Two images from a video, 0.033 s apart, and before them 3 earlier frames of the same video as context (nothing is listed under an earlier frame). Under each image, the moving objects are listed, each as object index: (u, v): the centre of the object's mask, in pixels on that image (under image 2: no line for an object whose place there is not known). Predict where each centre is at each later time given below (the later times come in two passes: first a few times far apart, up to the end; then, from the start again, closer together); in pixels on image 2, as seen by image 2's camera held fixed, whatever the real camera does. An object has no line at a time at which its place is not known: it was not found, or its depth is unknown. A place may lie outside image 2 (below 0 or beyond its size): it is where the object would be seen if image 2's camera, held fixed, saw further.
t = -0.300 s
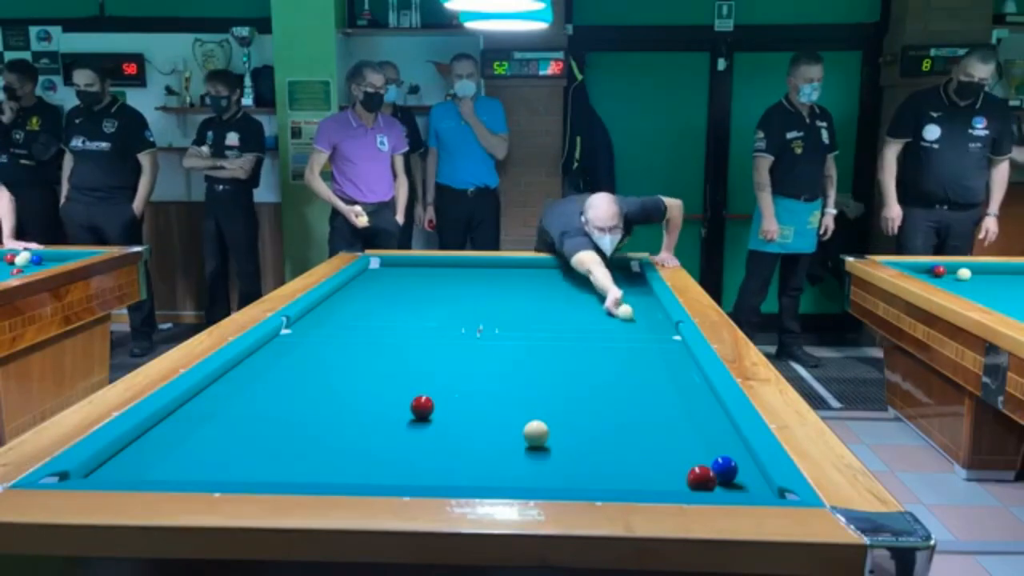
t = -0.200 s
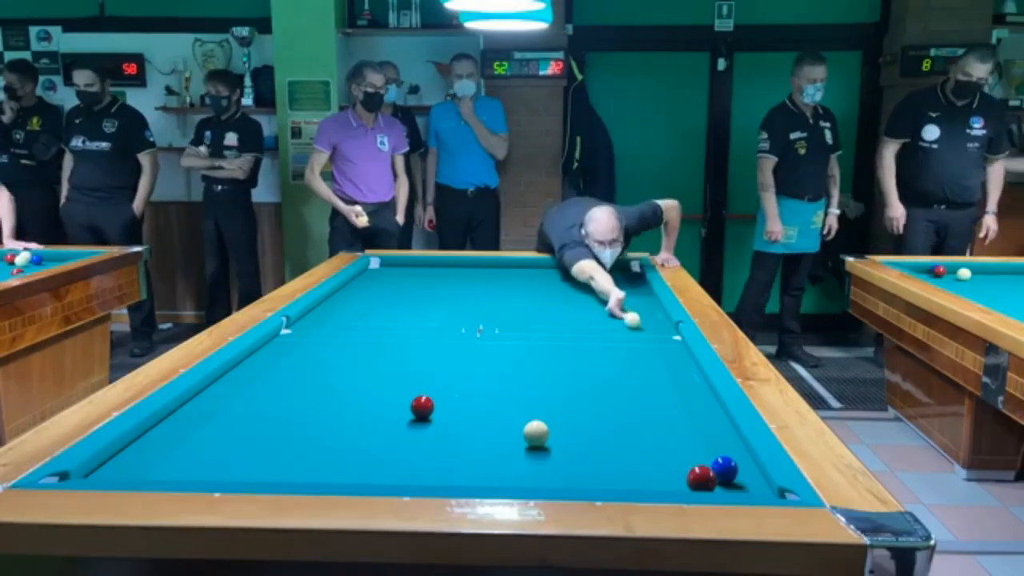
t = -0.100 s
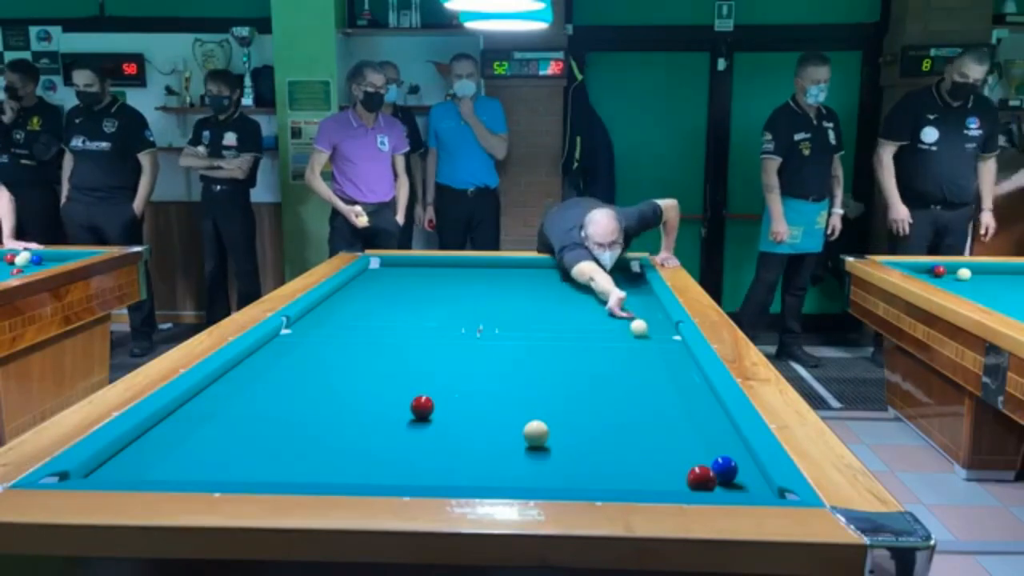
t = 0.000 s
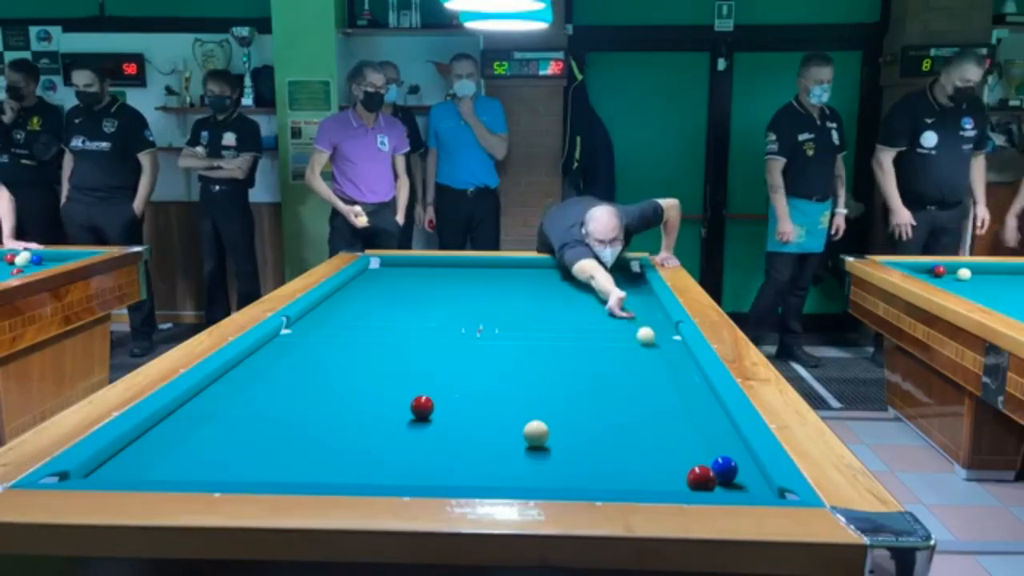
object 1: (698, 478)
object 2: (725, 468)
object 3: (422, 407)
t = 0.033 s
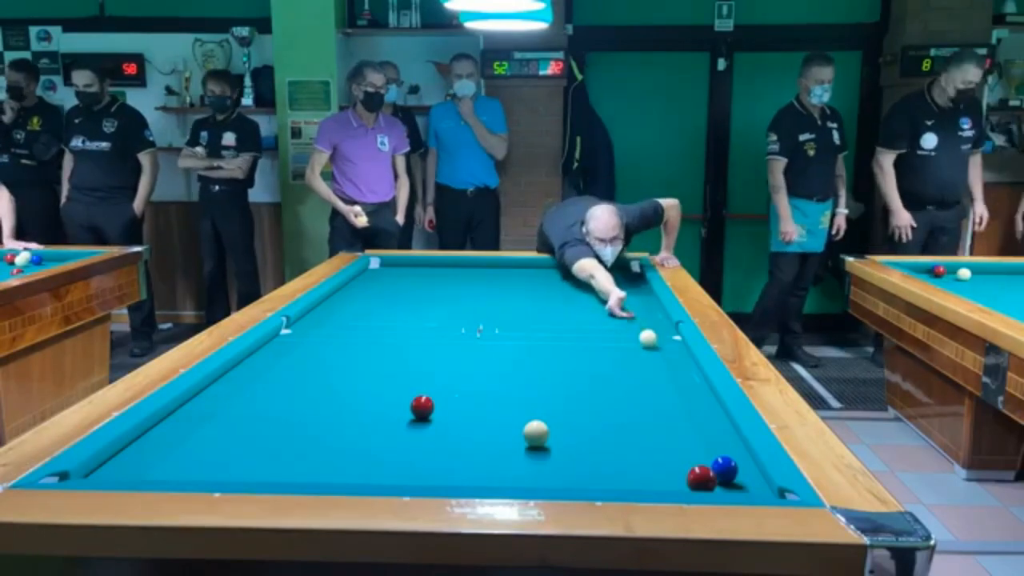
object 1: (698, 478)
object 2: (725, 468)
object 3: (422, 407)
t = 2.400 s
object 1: (518, 449)
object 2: (712, 464)
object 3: (422, 407)
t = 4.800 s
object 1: (354, 409)
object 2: (684, 429)
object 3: (426, 399)
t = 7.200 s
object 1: (285, 401)
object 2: (682, 427)
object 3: (426, 398)
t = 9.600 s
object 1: (281, 401)
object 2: (682, 426)
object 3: (426, 398)
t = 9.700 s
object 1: (281, 401)
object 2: (682, 426)
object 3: (426, 398)
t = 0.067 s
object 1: (698, 478)
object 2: (725, 468)
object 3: (422, 407)
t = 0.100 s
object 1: (698, 478)
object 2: (725, 468)
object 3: (422, 407)
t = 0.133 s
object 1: (698, 478)
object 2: (725, 468)
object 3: (422, 407)
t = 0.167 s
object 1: (698, 478)
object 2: (725, 468)
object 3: (422, 407)
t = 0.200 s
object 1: (698, 478)
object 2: (725, 468)
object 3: (422, 407)
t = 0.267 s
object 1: (698, 478)
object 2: (725, 468)
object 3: (422, 407)
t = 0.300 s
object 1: (698, 478)
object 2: (725, 468)
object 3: (422, 407)
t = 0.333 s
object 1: (698, 478)
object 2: (725, 468)
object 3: (422, 407)
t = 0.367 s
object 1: (698, 478)
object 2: (725, 469)
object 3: (422, 407)
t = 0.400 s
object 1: (698, 478)
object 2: (725, 469)
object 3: (422, 407)
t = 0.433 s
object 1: (698, 478)
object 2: (725, 469)
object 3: (422, 407)
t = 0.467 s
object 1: (698, 478)
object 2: (725, 469)
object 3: (422, 407)
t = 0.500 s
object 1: (698, 478)
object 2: (725, 469)
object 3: (422, 407)
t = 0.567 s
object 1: (698, 477)
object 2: (725, 468)
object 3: (422, 407)
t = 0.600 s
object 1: (698, 477)
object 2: (725, 468)
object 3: (422, 407)
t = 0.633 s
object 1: (698, 477)
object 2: (725, 468)
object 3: (422, 407)
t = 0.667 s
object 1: (698, 478)
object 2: (725, 468)
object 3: (422, 407)
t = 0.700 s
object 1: (698, 477)
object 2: (725, 468)
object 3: (422, 407)
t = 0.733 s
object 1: (698, 477)
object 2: (725, 469)
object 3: (422, 407)
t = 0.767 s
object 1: (698, 477)
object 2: (725, 469)
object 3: (422, 407)
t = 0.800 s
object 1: (698, 477)
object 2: (725, 469)
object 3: (422, 407)
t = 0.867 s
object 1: (698, 477)
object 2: (724, 469)
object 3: (422, 407)
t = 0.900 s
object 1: (698, 477)
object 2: (725, 469)
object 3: (422, 407)
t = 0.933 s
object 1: (698, 478)
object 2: (725, 468)
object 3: (422, 407)
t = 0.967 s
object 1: (698, 478)
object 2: (724, 469)
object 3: (422, 407)
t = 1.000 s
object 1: (698, 478)
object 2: (723, 472)
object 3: (422, 407)
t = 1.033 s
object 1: (693, 479)
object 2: (722, 474)
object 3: (422, 407)
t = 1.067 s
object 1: (686, 480)
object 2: (726, 474)
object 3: (422, 407)
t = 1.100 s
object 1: (680, 482)
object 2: (726, 476)
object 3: (422, 407)
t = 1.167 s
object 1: (668, 485)
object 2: (725, 480)
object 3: (422, 407)
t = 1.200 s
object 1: (662, 486)
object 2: (725, 481)
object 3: (422, 407)
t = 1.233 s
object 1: (657, 485)
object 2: (725, 483)
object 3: (422, 407)
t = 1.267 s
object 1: (653, 484)
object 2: (726, 484)
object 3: (422, 407)
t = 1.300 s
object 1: (648, 483)
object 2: (725, 486)
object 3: (422, 407)
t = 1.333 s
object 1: (642, 482)
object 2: (727, 487)
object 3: (422, 407)
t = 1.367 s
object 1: (638, 481)
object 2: (726, 488)
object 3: (422, 407)
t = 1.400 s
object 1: (633, 480)
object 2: (727, 489)
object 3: (422, 407)
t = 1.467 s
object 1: (625, 479)
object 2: (726, 488)
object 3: (422, 407)
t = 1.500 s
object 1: (620, 478)
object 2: (725, 487)
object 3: (422, 407)
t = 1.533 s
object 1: (616, 477)
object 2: (725, 487)
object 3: (422, 407)
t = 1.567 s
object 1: (612, 476)
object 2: (724, 486)
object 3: (422, 407)
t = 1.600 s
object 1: (607, 476)
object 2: (723, 486)
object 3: (422, 407)
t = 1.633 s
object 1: (603, 475)
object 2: (723, 485)
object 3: (422, 407)
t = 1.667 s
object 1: (599, 474)
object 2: (722, 484)
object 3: (422, 407)
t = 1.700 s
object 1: (595, 473)
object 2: (722, 483)
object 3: (422, 407)
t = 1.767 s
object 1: (587, 471)
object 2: (721, 483)
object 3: (422, 407)
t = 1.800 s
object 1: (583, 470)
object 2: (721, 482)
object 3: (422, 407)
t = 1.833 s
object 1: (579, 469)
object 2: (720, 481)
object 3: (422, 407)
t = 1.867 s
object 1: (575, 468)
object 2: (720, 480)
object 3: (422, 407)
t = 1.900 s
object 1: (571, 467)
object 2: (719, 479)
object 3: (422, 407)
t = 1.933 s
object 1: (567, 465)
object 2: (719, 479)
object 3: (422, 407)
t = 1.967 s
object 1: (563, 464)
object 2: (718, 478)
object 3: (422, 407)
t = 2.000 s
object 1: (560, 463)
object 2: (718, 477)
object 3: (422, 407)
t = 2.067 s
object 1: (552, 460)
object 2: (717, 475)
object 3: (422, 407)
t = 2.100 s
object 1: (549, 459)
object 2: (716, 474)
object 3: (422, 407)
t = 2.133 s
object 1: (545, 458)
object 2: (716, 472)
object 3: (422, 407)
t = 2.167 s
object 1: (541, 456)
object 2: (715, 471)
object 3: (422, 407)
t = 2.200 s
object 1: (538, 455)
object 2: (715, 470)
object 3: (422, 407)
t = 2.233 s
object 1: (535, 455)
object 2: (714, 469)
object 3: (422, 407)
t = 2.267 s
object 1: (532, 453)
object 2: (714, 469)
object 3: (422, 407)
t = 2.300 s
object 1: (528, 453)
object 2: (713, 468)
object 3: (422, 407)
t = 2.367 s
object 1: (521, 450)
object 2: (712, 466)
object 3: (422, 407)
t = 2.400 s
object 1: (518, 449)
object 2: (712, 464)
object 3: (422, 407)
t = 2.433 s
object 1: (514, 448)
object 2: (711, 463)
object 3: (422, 407)
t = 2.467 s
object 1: (511, 447)
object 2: (711, 462)
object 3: (422, 407)
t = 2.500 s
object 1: (509, 446)
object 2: (711, 462)
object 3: (422, 407)
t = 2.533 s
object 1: (506, 445)
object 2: (710, 461)
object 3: (422, 407)
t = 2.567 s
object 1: (502, 444)
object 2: (710, 460)
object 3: (422, 407)
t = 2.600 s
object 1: (499, 443)
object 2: (709, 459)
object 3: (422, 407)
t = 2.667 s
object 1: (493, 441)
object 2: (708, 458)
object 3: (422, 407)
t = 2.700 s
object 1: (491, 440)
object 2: (708, 458)
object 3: (422, 407)
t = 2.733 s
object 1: (488, 439)
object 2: (707, 457)
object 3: (422, 407)
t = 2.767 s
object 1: (485, 438)
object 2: (707, 456)
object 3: (422, 407)
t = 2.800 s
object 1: (482, 437)
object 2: (706, 455)
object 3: (422, 407)
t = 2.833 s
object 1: (479, 437)
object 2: (706, 455)
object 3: (422, 407)
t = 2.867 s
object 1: (477, 435)
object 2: (705, 454)
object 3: (422, 407)
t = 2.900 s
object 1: (474, 435)
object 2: (705, 453)
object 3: (422, 407)
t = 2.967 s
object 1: (469, 433)
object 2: (704, 452)
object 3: (422, 407)
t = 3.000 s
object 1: (466, 432)
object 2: (704, 451)
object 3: (422, 407)
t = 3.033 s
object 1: (463, 432)
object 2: (703, 450)
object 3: (422, 407)
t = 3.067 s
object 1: (461, 431)
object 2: (703, 450)
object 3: (422, 407)
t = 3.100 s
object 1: (458, 430)
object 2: (702, 449)
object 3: (422, 407)
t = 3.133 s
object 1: (456, 429)
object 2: (702, 448)
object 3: (422, 407)
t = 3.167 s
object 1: (453, 428)
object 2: (701, 448)
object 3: (422, 407)
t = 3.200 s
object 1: (451, 427)
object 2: (701, 447)
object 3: (422, 407)
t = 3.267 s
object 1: (446, 426)
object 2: (700, 446)
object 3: (422, 407)
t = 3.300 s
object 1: (444, 425)
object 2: (700, 445)
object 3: (422, 407)
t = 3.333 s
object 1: (442, 425)
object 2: (699, 444)
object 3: (422, 407)
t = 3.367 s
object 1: (439, 424)
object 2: (699, 444)
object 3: (421, 407)
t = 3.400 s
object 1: (437, 423)
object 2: (698, 443)
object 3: (421, 407)
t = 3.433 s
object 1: (435, 422)
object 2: (698, 443)
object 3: (421, 406)
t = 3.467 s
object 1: (432, 422)
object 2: (698, 442)
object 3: (421, 406)
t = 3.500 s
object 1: (430, 421)
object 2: (697, 442)
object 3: (421, 405)
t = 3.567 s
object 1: (426, 419)
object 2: (696, 441)
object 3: (420, 403)
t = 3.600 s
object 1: (424, 419)
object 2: (696, 440)
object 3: (421, 402)
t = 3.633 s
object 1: (422, 418)
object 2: (696, 440)
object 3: (421, 402)
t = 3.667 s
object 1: (420, 417)
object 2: (695, 439)
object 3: (422, 402)
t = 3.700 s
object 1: (418, 416)
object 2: (695, 439)
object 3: (422, 402)
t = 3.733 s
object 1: (417, 416)
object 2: (694, 438)
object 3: (424, 402)
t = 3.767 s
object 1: (415, 416)
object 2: (694, 438)
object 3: (425, 402)
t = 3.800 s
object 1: (412, 415)
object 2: (694, 438)
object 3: (425, 403)
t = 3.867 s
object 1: (407, 415)
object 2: (693, 437)
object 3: (424, 405)
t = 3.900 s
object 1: (405, 415)
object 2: (693, 436)
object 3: (424, 405)
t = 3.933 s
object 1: (403, 415)
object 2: (692, 436)
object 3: (424, 405)
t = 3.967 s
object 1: (400, 415)
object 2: (692, 436)
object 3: (423, 405)
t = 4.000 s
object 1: (398, 414)
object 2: (691, 435)
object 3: (424, 405)
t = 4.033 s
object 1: (396, 414)
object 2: (691, 435)
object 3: (424, 405)
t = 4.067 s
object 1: (394, 414)
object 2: (691, 435)
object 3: (424, 404)
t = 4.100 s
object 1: (392, 414)
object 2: (690, 434)
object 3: (424, 404)
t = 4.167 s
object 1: (388, 413)
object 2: (690, 434)
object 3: (424, 403)
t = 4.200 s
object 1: (386, 413)
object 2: (690, 433)
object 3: (425, 403)
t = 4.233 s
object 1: (384, 412)
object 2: (689, 433)
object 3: (425, 403)
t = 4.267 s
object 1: (382, 412)
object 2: (689, 433)
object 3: (425, 402)
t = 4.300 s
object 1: (380, 412)
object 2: (689, 433)
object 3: (425, 402)
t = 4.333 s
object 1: (378, 411)
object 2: (688, 432)
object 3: (425, 402)
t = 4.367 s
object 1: (377, 411)
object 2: (688, 432)
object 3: (425, 402)
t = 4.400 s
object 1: (375, 411)
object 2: (688, 431)
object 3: (425, 401)
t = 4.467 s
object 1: (371, 411)
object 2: (687, 431)
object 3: (425, 401)
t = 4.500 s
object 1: (369, 411)
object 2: (687, 431)
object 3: (425, 401)
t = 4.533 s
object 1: (368, 411)
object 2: (687, 431)
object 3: (426, 401)
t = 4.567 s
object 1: (366, 410)
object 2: (686, 430)
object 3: (426, 400)
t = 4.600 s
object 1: (364, 410)
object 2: (686, 430)
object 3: (426, 400)
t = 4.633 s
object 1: (362, 410)
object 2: (686, 430)
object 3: (426, 400)
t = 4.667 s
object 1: (361, 410)
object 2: (686, 430)
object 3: (426, 400)
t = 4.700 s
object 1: (359, 409)
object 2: (685, 430)
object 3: (426, 400)
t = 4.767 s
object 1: (356, 409)
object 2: (685, 429)
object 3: (426, 399)
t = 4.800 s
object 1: (354, 409)
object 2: (684, 429)
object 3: (426, 399)
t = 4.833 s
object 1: (352, 409)
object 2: (684, 428)
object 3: (426, 399)
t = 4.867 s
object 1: (351, 408)
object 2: (684, 428)
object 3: (426, 399)
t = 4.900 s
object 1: (349, 409)
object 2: (684, 428)
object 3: (426, 399)
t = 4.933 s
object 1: (348, 408)
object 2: (684, 428)
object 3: (426, 399)
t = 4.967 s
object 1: (346, 408)
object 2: (684, 427)
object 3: (426, 399)
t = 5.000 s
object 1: (345, 408)
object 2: (683, 427)
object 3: (426, 399)
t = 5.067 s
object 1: (342, 408)
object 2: (683, 427)
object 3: (426, 399)
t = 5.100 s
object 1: (341, 408)
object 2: (683, 427)
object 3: (426, 399)
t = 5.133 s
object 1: (339, 408)
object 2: (683, 427)
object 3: (426, 398)
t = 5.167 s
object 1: (338, 407)
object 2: (683, 427)
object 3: (426, 398)
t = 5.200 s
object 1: (336, 407)
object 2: (683, 427)
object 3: (426, 398)
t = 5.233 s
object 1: (335, 407)
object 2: (683, 427)
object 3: (426, 398)
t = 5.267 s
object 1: (334, 407)
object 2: (683, 427)
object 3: (426, 398)
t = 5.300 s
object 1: (332, 407)
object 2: (683, 427)
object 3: (426, 398)
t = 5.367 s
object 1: (330, 406)
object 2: (683, 427)
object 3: (426, 398)
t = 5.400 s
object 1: (328, 406)
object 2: (683, 427)
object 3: (426, 398)
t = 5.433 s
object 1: (327, 406)
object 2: (682, 427)
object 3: (426, 398)
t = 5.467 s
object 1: (326, 406)
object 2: (682, 427)
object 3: (426, 398)
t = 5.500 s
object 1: (325, 406)
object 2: (682, 427)
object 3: (426, 398)
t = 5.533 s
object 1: (323, 406)
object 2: (682, 427)
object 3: (426, 398)
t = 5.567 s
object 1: (322, 406)
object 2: (682, 427)
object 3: (426, 398)
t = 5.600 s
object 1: (321, 406)
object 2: (682, 427)
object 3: (426, 398)
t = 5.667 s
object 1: (319, 405)
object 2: (682, 427)
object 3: (426, 398)
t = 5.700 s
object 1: (317, 405)
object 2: (682, 427)
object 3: (426, 398)
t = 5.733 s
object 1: (316, 405)
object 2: (682, 427)
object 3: (426, 398)
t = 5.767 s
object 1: (315, 405)
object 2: (682, 427)
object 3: (426, 398)
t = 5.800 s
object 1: (314, 405)
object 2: (682, 427)
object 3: (426, 398)
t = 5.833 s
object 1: (313, 405)
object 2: (682, 427)
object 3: (426, 398)
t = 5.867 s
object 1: (312, 405)
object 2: (682, 427)
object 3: (426, 398)
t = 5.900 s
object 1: (311, 405)
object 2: (682, 427)
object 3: (426, 398)
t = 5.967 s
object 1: (309, 405)
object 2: (682, 427)
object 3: (426, 398)
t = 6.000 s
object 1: (308, 404)
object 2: (682, 427)
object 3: (426, 398)
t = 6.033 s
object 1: (307, 404)
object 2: (682, 427)
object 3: (426, 398)
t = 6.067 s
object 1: (306, 404)
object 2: (682, 427)
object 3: (426, 398)
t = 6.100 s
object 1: (305, 404)
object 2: (682, 427)
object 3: (426, 398)
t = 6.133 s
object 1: (305, 404)
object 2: (682, 427)
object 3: (426, 398)
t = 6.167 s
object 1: (304, 404)
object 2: (682, 427)
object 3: (426, 398)
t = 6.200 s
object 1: (303, 404)
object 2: (682, 427)
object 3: (426, 398)
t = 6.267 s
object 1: (301, 403)
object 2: (682, 427)
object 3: (426, 398)
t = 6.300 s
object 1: (300, 403)
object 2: (682, 427)
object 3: (426, 398)
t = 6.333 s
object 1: (300, 403)
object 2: (682, 427)
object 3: (426, 398)
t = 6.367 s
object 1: (299, 403)
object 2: (682, 427)
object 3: (426, 398)
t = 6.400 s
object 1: (298, 403)
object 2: (682, 427)
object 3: (426, 398)
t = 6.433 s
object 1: (297, 403)
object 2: (682, 427)
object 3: (426, 398)
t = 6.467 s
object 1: (296, 403)
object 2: (682, 427)
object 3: (426, 398)
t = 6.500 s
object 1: (296, 403)
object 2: (682, 427)
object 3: (426, 398)
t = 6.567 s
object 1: (295, 402)
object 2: (682, 427)
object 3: (426, 398)
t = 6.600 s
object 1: (294, 402)
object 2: (682, 427)
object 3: (426, 398)
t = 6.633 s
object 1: (293, 402)
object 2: (682, 427)
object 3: (426, 398)
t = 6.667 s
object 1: (292, 402)
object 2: (682, 427)
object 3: (426, 398)
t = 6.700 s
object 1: (292, 402)
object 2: (682, 427)
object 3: (426, 398)
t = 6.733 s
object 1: (291, 402)
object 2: (682, 427)
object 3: (426, 398)
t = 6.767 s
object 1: (291, 402)
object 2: (682, 427)
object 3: (426, 398)
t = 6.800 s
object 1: (290, 402)
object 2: (682, 427)
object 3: (426, 398)
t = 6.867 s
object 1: (289, 402)
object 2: (682, 427)
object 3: (426, 398)
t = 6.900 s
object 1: (288, 402)
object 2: (682, 427)
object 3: (426, 398)
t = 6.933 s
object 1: (288, 402)
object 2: (682, 427)
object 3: (426, 398)
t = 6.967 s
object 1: (287, 402)
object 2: (682, 427)
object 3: (426, 398)
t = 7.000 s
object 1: (287, 401)
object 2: (682, 427)
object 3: (426, 398)
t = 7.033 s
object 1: (287, 401)
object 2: (682, 427)
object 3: (426, 398)
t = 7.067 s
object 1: (286, 401)
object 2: (682, 427)
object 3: (426, 398)
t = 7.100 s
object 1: (286, 402)
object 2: (682, 427)
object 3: (426, 398)
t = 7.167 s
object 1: (285, 401)
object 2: (682, 427)
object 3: (426, 398)
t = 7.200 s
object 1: (285, 401)
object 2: (682, 427)
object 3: (426, 398)
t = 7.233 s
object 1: (284, 401)
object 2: (682, 427)
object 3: (426, 398)
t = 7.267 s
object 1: (284, 401)
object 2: (682, 427)
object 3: (426, 398)
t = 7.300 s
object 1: (284, 401)
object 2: (682, 427)
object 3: (426, 398)
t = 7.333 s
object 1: (283, 401)
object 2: (682, 427)
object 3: (426, 398)
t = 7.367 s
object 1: (283, 401)
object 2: (682, 427)
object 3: (426, 398)
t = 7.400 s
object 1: (283, 401)
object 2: (682, 427)
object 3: (426, 398)
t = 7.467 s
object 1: (282, 401)
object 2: (682, 427)
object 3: (426, 398)
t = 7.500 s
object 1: (282, 401)
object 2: (682, 427)
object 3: (426, 398)
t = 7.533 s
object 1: (282, 401)
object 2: (682, 427)
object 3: (426, 398)
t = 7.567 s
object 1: (281, 401)
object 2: (682, 427)
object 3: (426, 398)
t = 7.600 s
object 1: (281, 401)
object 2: (682, 427)
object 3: (426, 398)
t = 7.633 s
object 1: (281, 401)
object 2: (682, 427)
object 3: (426, 398)
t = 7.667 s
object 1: (281, 401)
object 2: (682, 427)
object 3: (426, 398)
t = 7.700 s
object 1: (281, 401)
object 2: (682, 427)
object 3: (426, 398)
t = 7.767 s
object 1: (281, 401)
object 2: (682, 427)
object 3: (426, 398)
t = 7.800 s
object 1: (281, 401)
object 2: (682, 427)
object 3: (426, 398)
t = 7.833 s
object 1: (281, 401)
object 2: (682, 427)
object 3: (426, 398)
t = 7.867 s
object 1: (281, 401)
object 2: (682, 427)
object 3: (426, 398)
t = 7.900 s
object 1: (281, 401)
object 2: (682, 427)
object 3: (426, 398)
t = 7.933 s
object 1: (281, 401)
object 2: (682, 427)
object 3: (426, 398)
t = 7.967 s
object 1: (281, 401)
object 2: (682, 427)
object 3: (426, 398)
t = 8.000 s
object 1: (281, 401)
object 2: (682, 427)
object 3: (426, 398)
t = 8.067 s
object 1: (281, 401)
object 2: (682, 427)
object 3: (426, 398)
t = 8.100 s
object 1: (281, 401)
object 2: (682, 427)
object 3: (426, 398)
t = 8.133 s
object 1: (281, 401)
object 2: (682, 427)
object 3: (426, 398)
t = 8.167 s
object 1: (281, 401)
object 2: (682, 427)
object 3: (426, 398)
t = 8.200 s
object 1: (281, 401)
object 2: (682, 427)
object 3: (426, 398)
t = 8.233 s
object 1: (281, 401)
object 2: (682, 427)
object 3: (426, 398)
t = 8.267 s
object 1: (281, 401)
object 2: (682, 427)
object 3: (426, 398)
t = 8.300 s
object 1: (281, 401)
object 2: (682, 427)
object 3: (426, 398)
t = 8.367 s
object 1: (281, 401)
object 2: (682, 427)
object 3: (426, 398)
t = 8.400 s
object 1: (281, 401)
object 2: (682, 427)
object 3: (426, 398)
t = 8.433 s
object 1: (281, 401)
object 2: (683, 426)
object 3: (426, 398)
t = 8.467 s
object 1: (281, 401)
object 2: (682, 426)
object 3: (426, 398)
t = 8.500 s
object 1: (281, 401)
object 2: (682, 426)
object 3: (426, 398)
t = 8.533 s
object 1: (281, 401)
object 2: (683, 426)
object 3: (426, 398)
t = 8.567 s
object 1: (281, 401)
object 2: (682, 426)
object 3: (426, 398)
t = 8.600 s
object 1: (281, 401)
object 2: (682, 426)
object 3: (426, 398)
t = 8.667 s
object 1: (281, 401)
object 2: (682, 426)
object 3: (426, 398)
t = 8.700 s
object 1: (281, 401)
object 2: (682, 426)
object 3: (426, 398)
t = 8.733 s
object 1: (281, 401)
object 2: (682, 426)
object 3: (426, 398)
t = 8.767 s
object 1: (281, 401)
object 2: (682, 426)
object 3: (426, 398)
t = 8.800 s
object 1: (281, 401)
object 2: (682, 426)
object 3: (426, 398)
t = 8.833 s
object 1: (281, 401)
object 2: (682, 426)
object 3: (426, 398)
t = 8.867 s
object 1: (281, 401)
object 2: (682, 426)
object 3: (426, 398)
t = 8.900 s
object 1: (281, 401)
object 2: (682, 426)
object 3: (426, 398)
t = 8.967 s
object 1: (281, 401)
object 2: (682, 426)
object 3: (426, 398)
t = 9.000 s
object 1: (281, 401)
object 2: (682, 426)
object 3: (426, 398)
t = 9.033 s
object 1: (281, 401)
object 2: (682, 426)
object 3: (426, 398)
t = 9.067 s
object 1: (281, 401)
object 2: (682, 426)
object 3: (426, 398)
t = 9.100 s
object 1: (281, 401)
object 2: (682, 426)
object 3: (426, 398)
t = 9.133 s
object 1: (281, 401)
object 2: (682, 426)
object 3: (426, 398)
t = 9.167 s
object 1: (281, 401)
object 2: (682, 426)
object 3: (426, 398)
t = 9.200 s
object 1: (281, 401)
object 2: (682, 426)
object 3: (426, 398)
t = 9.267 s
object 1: (281, 401)
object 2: (682, 426)
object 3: (426, 398)
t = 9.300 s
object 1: (281, 401)
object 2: (682, 426)
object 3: (426, 398)
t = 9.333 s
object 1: (281, 401)
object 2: (682, 426)
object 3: (426, 398)
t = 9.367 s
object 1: (281, 401)
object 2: (682, 426)
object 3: (426, 398)
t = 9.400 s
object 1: (281, 401)
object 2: (682, 426)
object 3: (426, 398)
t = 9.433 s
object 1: (281, 401)
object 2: (682, 426)
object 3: (426, 398)
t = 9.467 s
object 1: (281, 401)
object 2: (682, 426)
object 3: (426, 398)
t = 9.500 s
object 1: (281, 401)
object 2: (682, 426)
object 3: (426, 398)
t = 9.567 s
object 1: (281, 401)
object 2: (682, 426)
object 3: (426, 398)
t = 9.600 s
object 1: (281, 401)
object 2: (682, 426)
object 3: (426, 398)
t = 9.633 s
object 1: (281, 401)
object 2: (682, 426)
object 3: (426, 398)
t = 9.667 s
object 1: (281, 401)
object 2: (682, 426)
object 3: (426, 398)
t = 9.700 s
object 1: (281, 401)
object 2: (682, 426)
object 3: (426, 398)
